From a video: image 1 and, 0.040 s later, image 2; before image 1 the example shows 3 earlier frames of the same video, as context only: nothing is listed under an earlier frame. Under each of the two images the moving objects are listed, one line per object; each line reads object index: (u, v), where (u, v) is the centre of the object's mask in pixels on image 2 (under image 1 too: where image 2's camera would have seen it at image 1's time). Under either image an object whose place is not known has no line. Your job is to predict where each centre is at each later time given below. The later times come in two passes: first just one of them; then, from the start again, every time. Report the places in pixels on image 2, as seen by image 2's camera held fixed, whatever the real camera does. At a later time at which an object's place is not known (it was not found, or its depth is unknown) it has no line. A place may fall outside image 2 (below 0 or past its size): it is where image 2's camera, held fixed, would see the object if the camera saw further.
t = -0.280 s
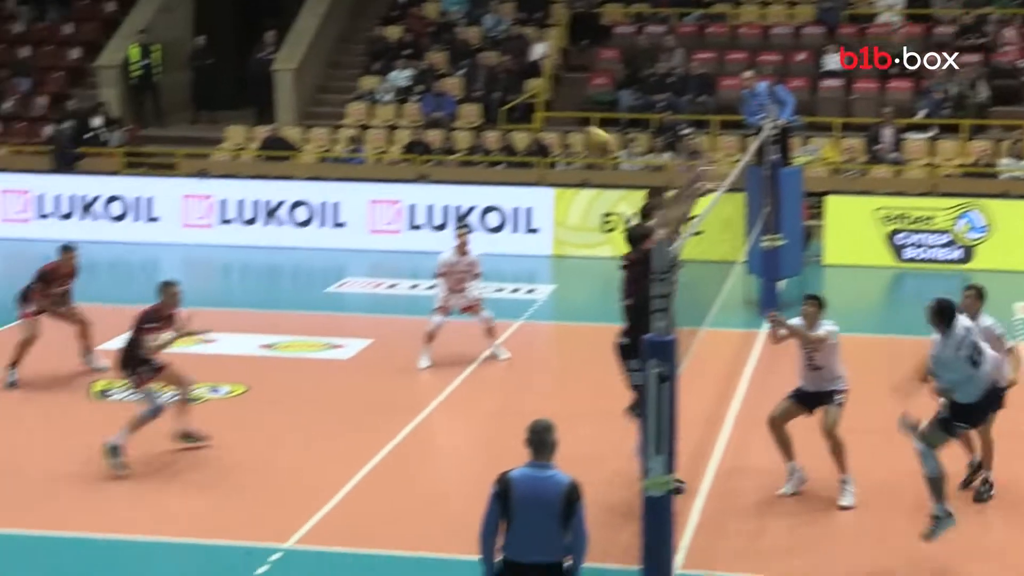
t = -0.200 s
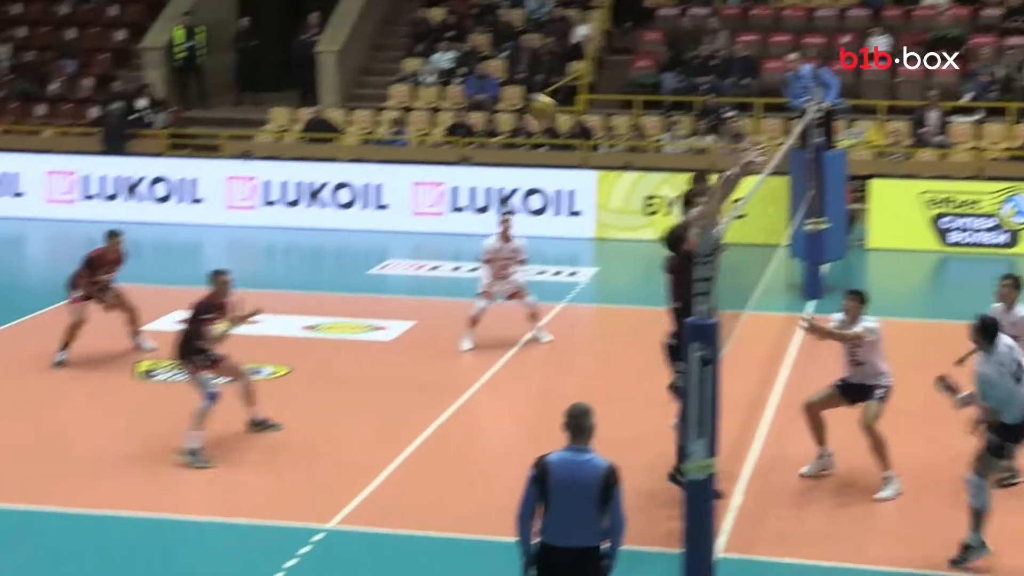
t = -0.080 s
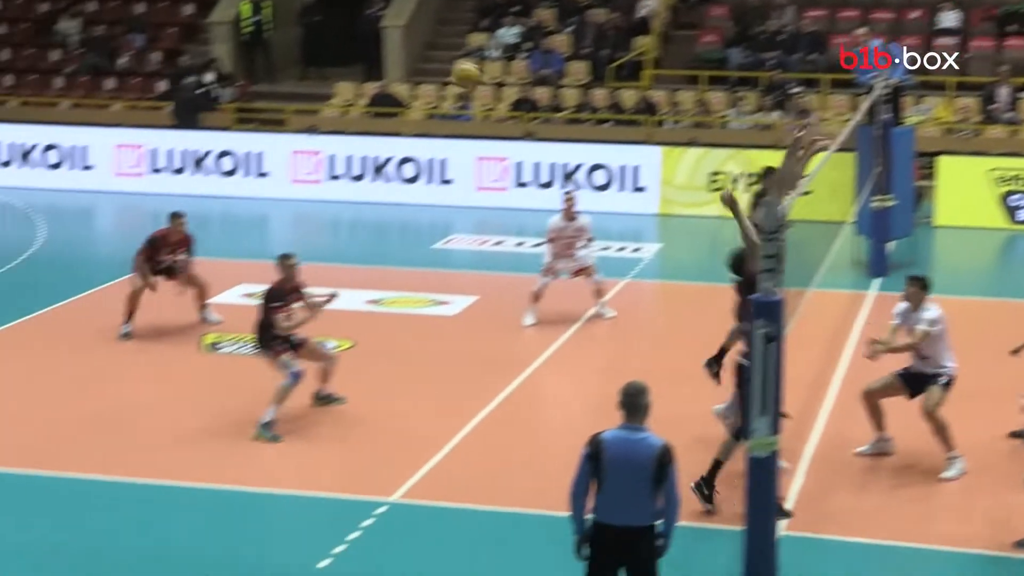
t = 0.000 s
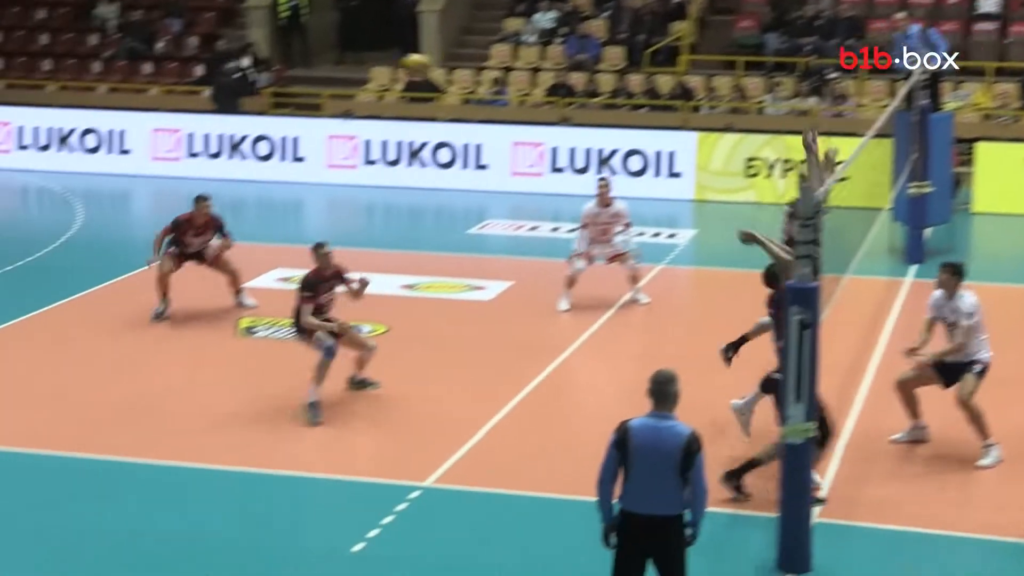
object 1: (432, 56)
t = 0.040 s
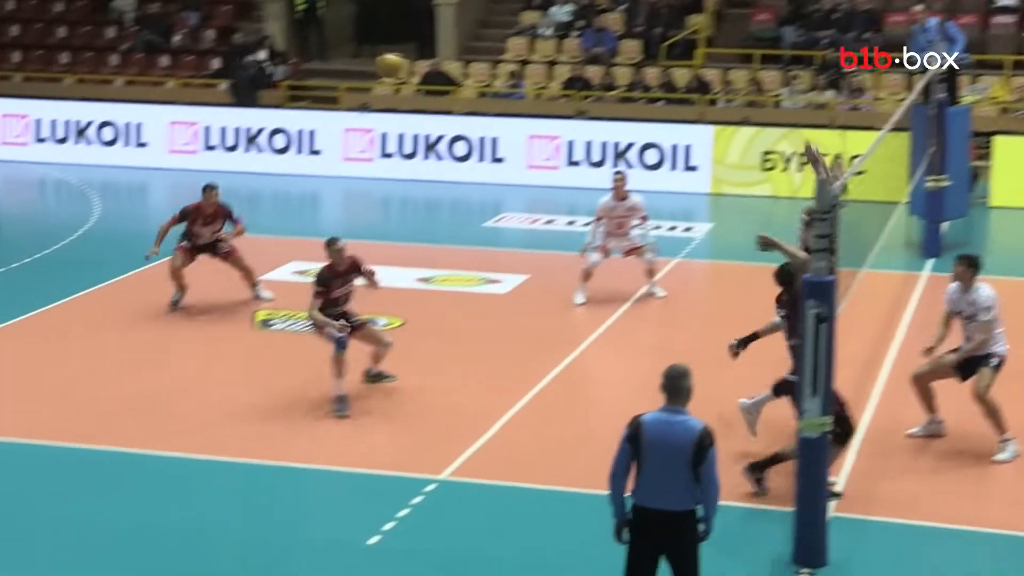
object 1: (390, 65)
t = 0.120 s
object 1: (312, 82)
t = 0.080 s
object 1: (352, 72)
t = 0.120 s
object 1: (312, 82)
